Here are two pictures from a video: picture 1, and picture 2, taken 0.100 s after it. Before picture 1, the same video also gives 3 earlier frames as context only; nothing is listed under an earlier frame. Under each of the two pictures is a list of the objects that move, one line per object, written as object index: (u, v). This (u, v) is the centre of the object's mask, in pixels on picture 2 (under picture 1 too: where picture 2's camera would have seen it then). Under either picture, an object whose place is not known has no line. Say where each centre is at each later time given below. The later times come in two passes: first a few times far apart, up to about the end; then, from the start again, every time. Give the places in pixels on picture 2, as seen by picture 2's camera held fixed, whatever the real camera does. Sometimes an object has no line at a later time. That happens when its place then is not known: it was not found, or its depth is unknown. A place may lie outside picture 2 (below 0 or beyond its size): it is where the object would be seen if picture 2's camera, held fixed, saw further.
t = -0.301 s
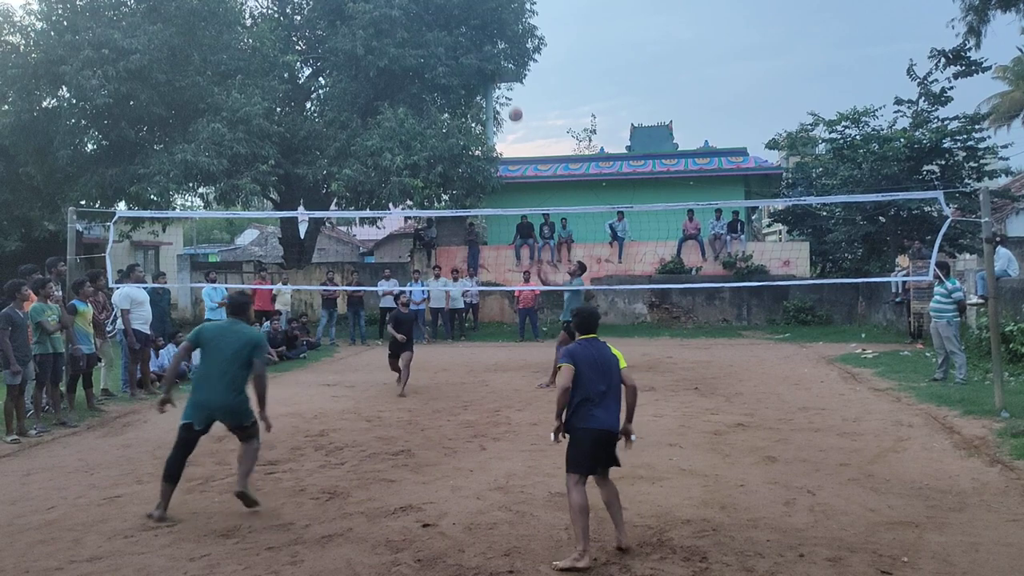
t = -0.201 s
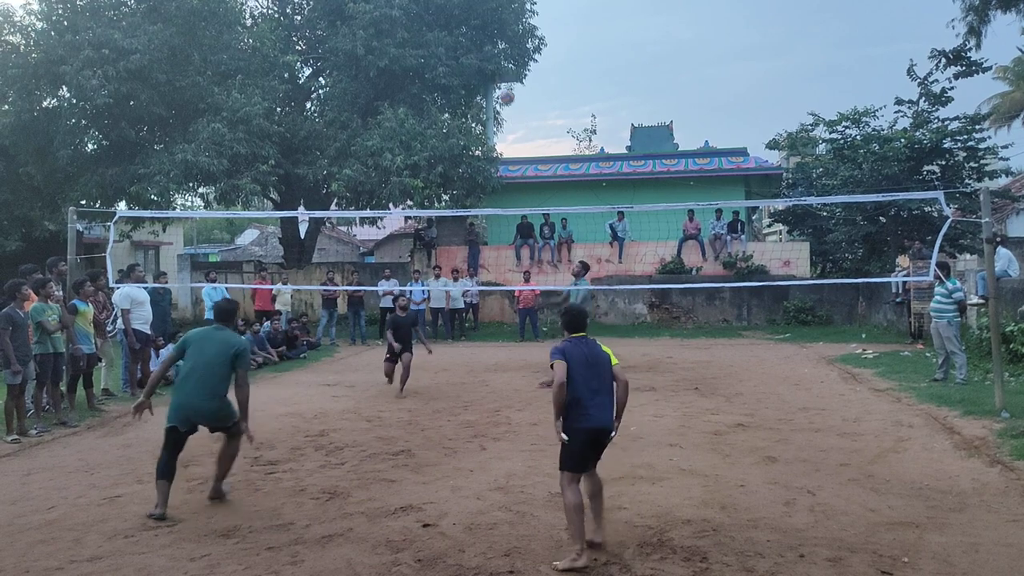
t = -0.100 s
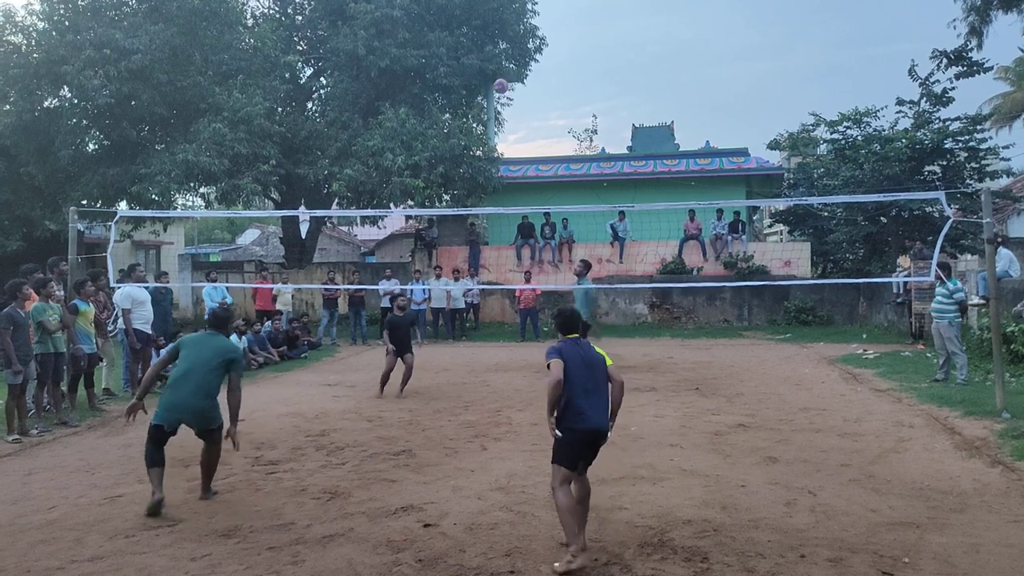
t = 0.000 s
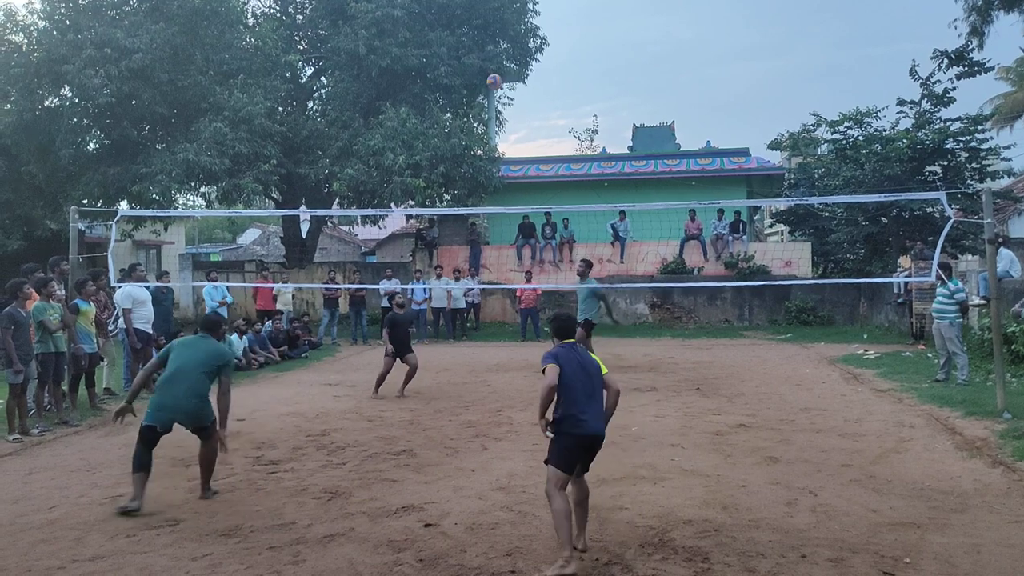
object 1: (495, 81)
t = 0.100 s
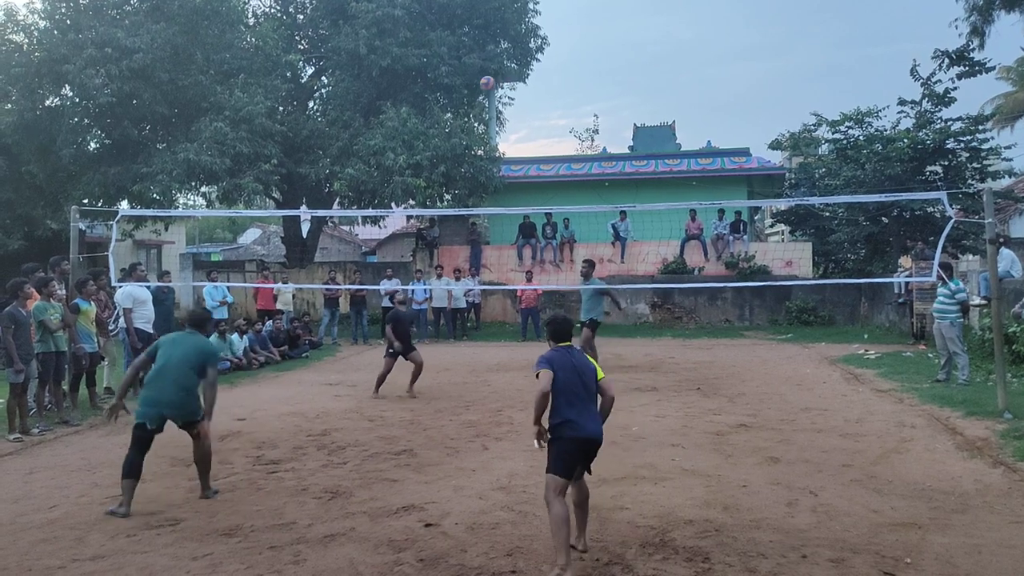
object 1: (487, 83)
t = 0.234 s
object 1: (478, 96)
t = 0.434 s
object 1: (465, 140)
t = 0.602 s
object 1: (456, 198)
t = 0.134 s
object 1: (484, 85)
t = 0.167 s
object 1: (483, 89)
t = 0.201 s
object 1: (480, 92)
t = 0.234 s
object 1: (478, 96)
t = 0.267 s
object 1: (476, 103)
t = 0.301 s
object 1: (473, 108)
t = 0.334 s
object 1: (471, 115)
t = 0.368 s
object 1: (469, 122)
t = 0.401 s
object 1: (467, 131)
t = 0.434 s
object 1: (465, 140)
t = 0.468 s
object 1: (463, 150)
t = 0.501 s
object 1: (461, 161)
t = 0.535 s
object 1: (460, 172)
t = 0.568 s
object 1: (458, 185)
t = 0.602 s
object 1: (456, 198)
